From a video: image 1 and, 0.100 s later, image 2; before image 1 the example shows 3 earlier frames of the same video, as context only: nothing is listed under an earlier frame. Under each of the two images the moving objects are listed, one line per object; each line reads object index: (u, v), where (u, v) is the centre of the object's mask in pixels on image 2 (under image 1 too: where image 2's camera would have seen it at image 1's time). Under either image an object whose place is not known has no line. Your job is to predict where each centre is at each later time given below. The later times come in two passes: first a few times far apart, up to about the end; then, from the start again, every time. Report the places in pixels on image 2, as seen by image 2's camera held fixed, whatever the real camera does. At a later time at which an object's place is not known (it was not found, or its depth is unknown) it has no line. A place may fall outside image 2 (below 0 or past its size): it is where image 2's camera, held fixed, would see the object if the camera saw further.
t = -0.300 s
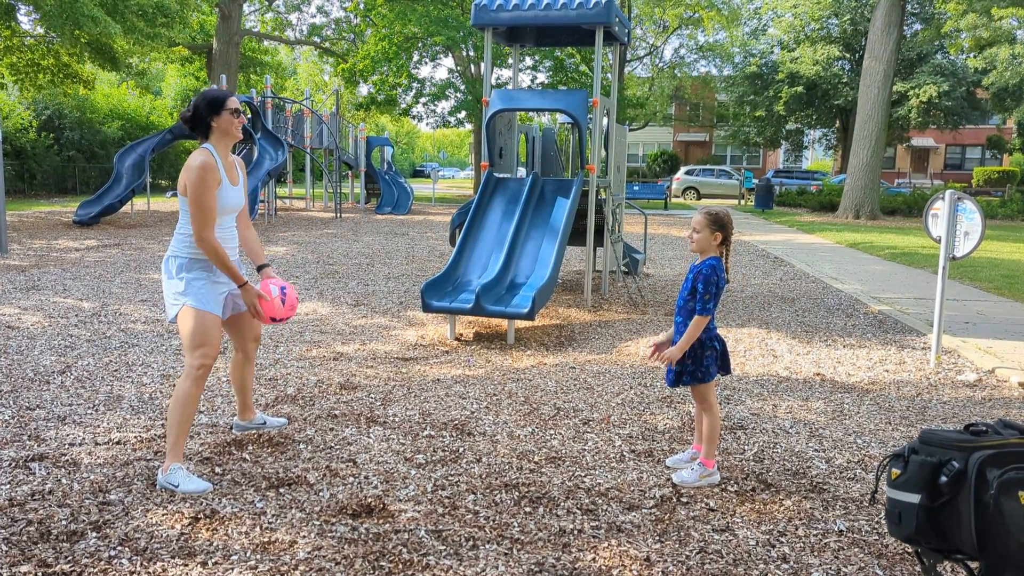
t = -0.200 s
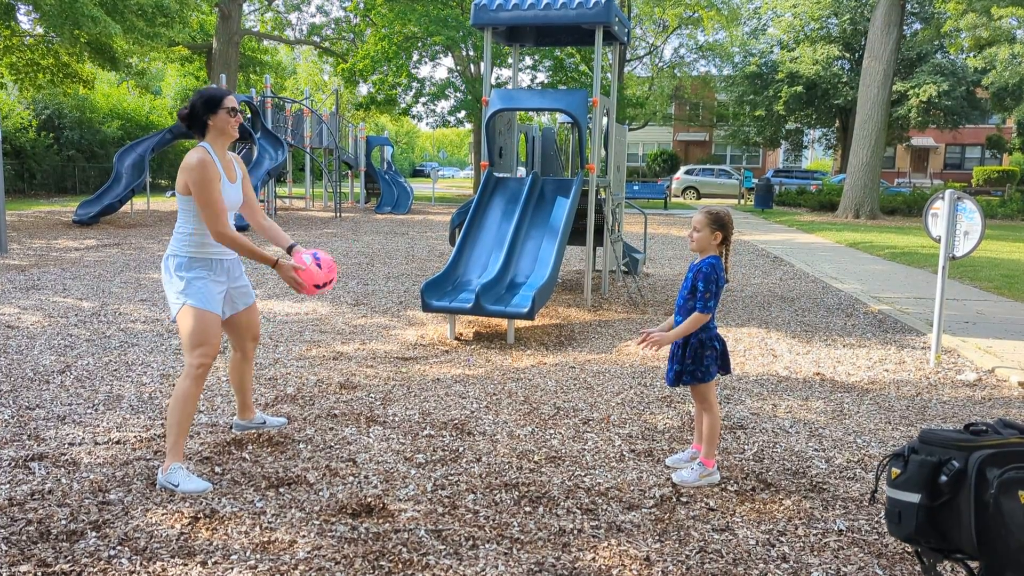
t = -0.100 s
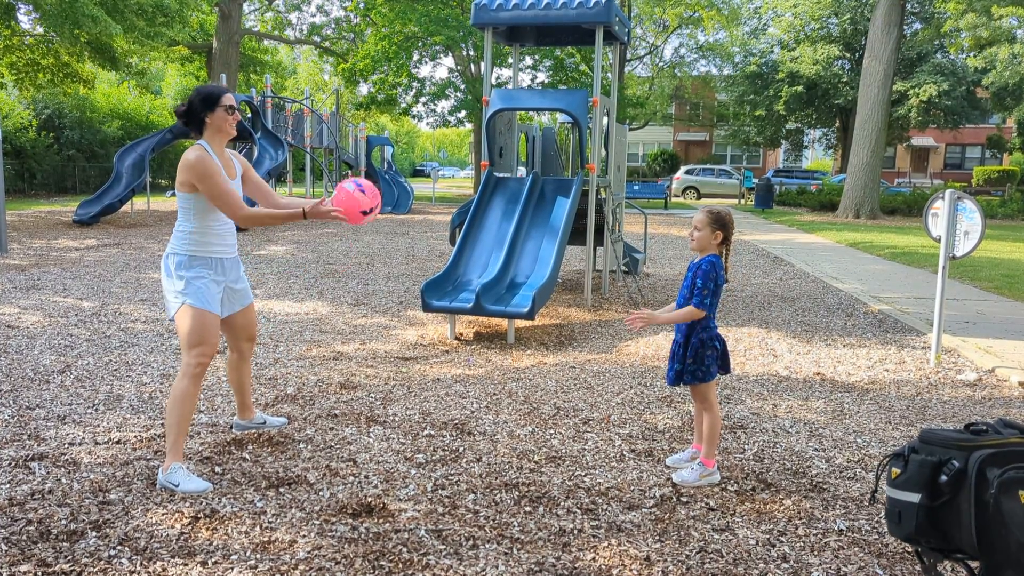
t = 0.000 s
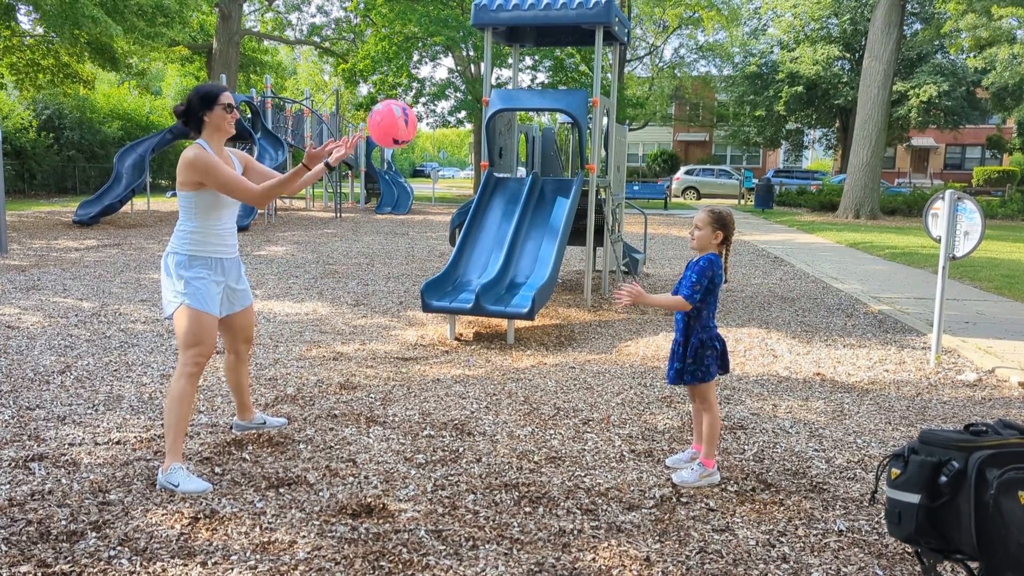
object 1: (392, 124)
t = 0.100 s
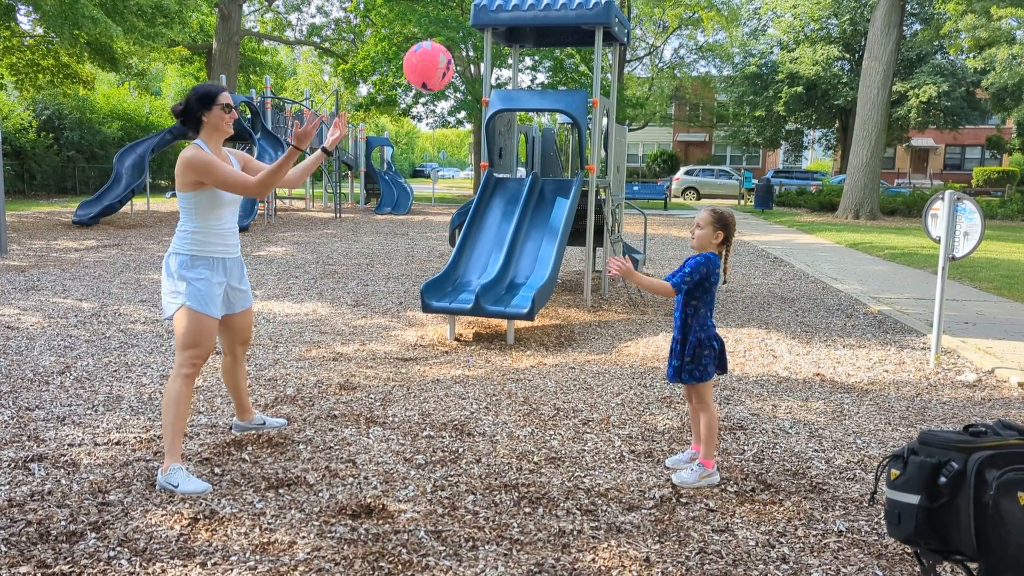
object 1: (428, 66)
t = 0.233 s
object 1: (478, 23)
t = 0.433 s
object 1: (553, 35)
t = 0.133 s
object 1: (441, 51)
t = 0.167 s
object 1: (453, 39)
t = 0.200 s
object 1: (466, 29)
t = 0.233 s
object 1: (478, 23)
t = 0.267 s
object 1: (491, 20)
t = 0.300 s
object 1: (504, 19)
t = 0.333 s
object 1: (516, 19)
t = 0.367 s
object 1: (529, 21)
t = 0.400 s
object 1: (541, 27)
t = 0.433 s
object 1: (553, 35)
